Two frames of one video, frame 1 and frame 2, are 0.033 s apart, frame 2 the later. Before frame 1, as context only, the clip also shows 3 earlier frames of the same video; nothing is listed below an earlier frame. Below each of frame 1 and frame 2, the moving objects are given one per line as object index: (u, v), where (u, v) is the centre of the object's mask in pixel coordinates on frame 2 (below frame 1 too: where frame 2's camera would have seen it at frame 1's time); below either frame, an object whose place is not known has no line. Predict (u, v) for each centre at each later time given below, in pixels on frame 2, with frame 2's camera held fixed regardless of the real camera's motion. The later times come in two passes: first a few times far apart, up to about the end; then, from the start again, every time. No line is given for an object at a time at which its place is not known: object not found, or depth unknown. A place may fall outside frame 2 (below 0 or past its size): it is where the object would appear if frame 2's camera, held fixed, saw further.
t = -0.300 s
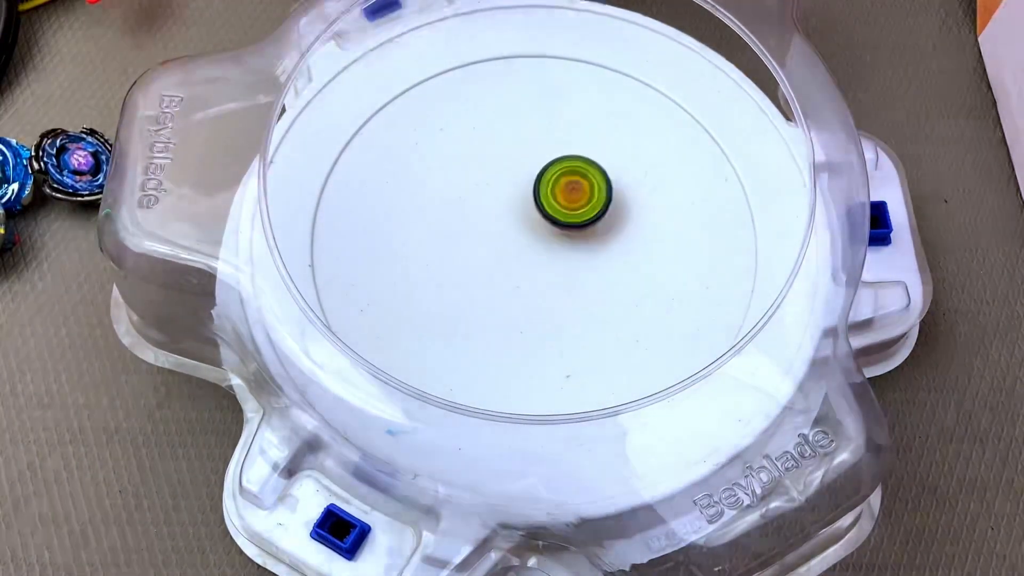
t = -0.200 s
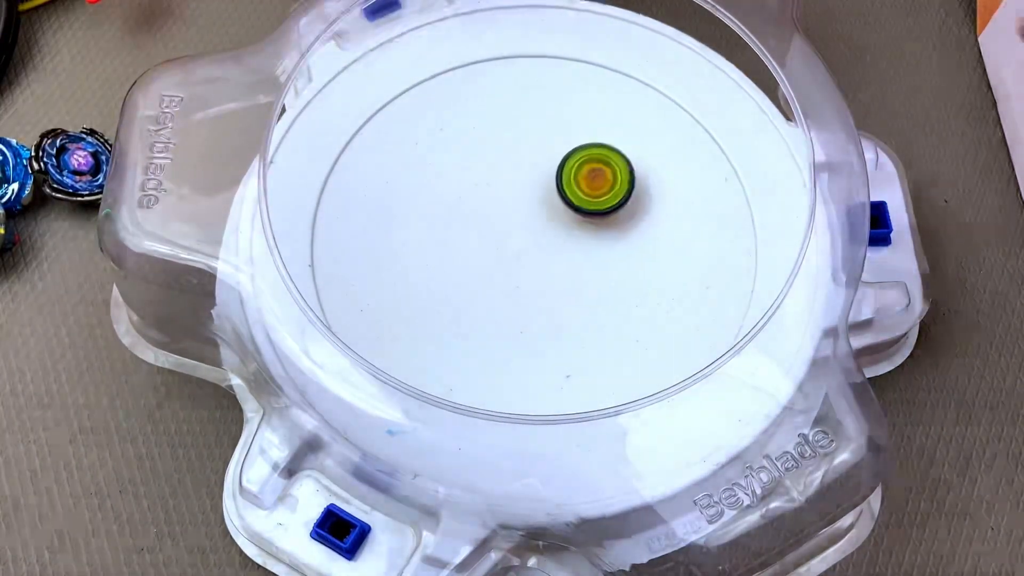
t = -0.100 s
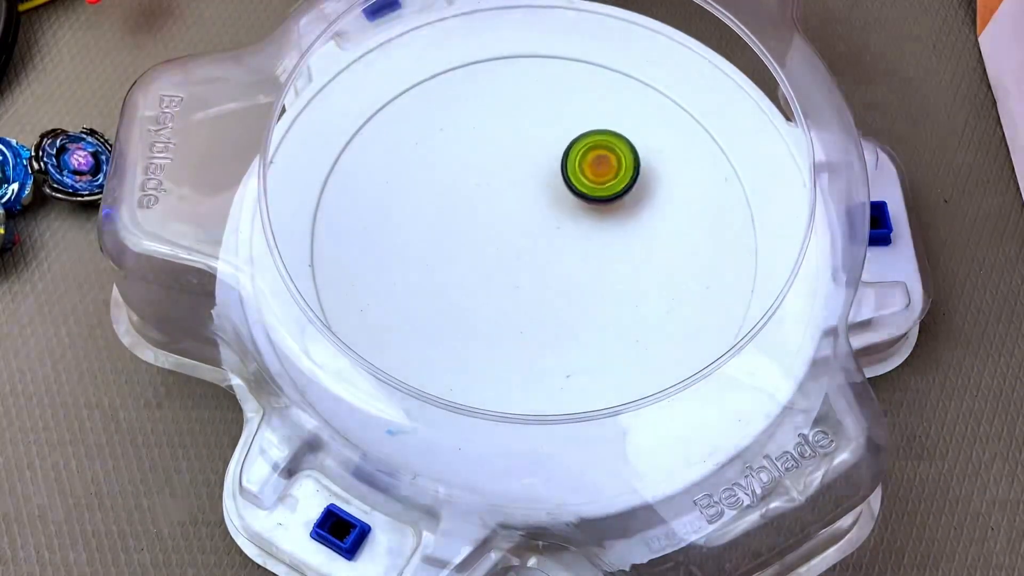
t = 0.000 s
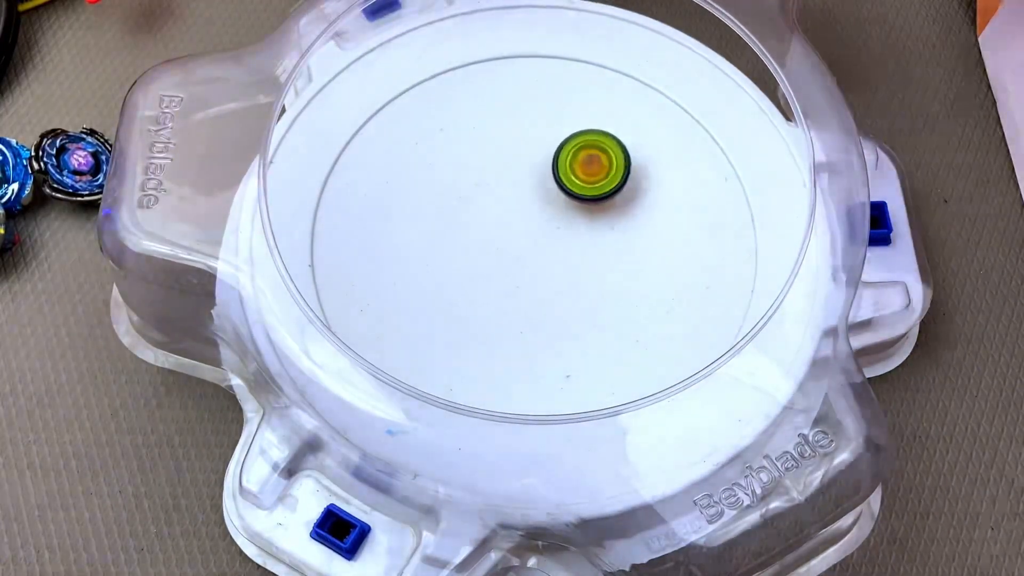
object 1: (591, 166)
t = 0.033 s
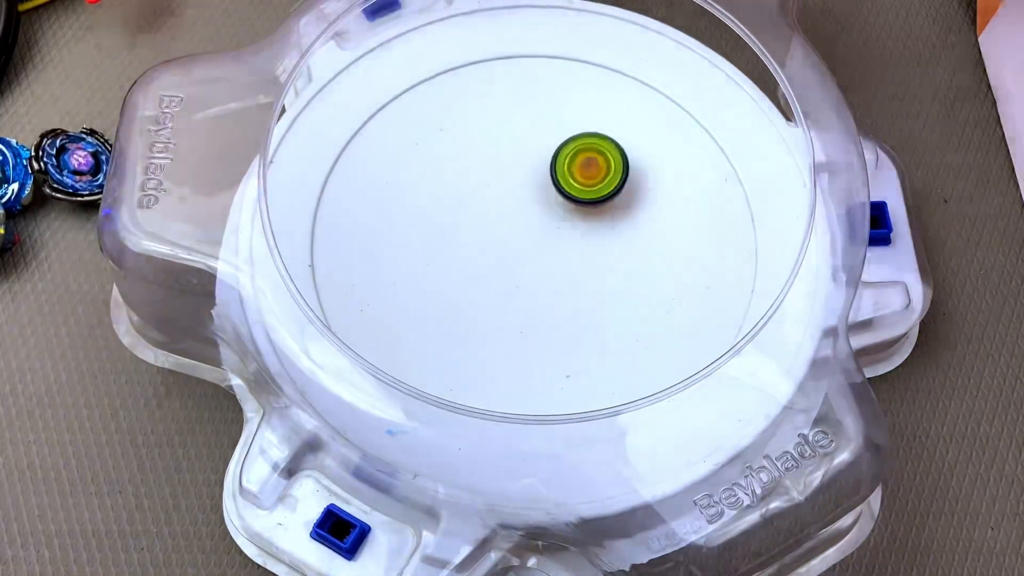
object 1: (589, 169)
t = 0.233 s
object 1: (585, 195)
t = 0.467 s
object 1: (580, 217)
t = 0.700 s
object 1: (572, 240)
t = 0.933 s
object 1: (563, 256)
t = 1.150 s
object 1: (552, 267)
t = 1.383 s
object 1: (538, 266)
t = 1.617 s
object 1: (522, 253)
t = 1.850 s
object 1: (508, 236)
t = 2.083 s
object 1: (505, 219)
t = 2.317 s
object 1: (510, 203)
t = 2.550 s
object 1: (523, 194)
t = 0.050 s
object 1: (588, 171)
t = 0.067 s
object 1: (587, 173)
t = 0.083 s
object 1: (587, 175)
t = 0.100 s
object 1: (586, 177)
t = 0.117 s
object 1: (586, 179)
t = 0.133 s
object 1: (586, 182)
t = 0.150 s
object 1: (585, 184)
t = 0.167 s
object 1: (585, 186)
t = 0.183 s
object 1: (585, 189)
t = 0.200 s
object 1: (585, 191)
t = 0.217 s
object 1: (585, 193)
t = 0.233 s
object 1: (585, 195)
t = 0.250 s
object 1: (585, 197)
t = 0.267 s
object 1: (585, 198)
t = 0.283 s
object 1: (585, 200)
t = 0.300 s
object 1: (585, 201)
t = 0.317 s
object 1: (585, 203)
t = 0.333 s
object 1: (585, 204)
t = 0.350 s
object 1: (584, 206)
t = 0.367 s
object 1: (584, 208)
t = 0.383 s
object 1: (583, 209)
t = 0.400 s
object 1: (583, 211)
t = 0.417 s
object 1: (582, 213)
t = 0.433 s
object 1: (581, 214)
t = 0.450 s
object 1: (581, 216)
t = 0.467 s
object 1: (580, 217)
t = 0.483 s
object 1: (579, 219)
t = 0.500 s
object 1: (579, 221)
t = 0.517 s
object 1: (578, 222)
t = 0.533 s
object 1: (577, 224)
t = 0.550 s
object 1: (577, 225)
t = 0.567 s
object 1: (576, 227)
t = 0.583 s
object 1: (576, 228)
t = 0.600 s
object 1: (575, 230)
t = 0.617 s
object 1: (575, 232)
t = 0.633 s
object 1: (574, 233)
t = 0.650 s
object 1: (574, 235)
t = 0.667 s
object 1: (574, 237)
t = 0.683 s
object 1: (573, 238)
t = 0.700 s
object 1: (572, 240)
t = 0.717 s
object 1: (572, 241)
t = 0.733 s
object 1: (571, 242)
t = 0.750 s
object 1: (571, 244)
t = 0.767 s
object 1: (570, 245)
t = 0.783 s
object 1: (570, 246)
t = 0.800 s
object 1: (569, 248)
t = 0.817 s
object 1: (569, 249)
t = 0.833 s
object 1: (568, 250)
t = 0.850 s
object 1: (567, 251)
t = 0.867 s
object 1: (566, 252)
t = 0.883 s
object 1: (566, 253)
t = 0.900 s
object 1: (565, 254)
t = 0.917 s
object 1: (564, 255)
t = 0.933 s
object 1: (563, 256)
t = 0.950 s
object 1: (562, 257)
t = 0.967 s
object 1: (562, 258)
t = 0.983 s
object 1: (561, 259)
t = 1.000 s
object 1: (560, 260)
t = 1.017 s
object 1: (559, 261)
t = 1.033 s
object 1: (558, 262)
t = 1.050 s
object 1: (557, 263)
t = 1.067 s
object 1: (556, 264)
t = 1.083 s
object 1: (555, 265)
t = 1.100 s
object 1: (555, 266)
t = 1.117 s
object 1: (554, 266)
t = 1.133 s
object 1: (553, 267)
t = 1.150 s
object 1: (552, 267)
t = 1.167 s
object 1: (551, 268)
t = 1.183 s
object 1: (550, 268)
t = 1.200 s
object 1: (550, 268)
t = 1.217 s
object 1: (549, 268)
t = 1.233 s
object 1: (548, 269)
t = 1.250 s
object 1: (547, 268)
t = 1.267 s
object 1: (546, 269)
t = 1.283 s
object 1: (544, 268)
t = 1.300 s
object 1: (543, 268)
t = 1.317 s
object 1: (542, 268)
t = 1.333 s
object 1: (541, 267)
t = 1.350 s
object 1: (540, 267)
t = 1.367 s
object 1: (539, 266)
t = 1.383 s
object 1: (538, 266)
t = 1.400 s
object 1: (537, 265)
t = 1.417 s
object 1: (536, 264)
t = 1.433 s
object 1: (535, 264)
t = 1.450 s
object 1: (533, 263)
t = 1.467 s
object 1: (532, 262)
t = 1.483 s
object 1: (531, 261)
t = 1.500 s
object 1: (530, 260)
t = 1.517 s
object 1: (529, 259)
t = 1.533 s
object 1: (528, 258)
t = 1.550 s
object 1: (526, 257)
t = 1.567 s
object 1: (525, 256)
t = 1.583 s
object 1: (524, 255)
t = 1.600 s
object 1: (523, 254)
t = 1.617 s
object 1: (522, 253)
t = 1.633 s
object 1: (521, 252)
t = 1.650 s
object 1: (519, 251)
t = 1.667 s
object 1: (518, 249)
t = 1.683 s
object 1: (517, 248)
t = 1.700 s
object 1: (516, 247)
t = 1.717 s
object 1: (515, 246)
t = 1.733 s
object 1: (514, 245)
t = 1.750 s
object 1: (513, 243)
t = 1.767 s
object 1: (512, 242)
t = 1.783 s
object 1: (512, 241)
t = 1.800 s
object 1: (511, 240)
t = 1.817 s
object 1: (510, 239)
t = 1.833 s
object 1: (509, 238)
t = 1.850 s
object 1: (508, 236)
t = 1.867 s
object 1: (507, 235)
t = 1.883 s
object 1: (507, 234)
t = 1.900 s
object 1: (506, 233)
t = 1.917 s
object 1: (506, 231)
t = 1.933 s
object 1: (505, 230)
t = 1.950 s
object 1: (505, 229)
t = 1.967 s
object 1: (505, 228)
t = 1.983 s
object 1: (504, 226)
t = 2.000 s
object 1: (504, 225)
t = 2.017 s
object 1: (504, 224)
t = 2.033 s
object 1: (504, 223)
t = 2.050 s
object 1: (504, 221)
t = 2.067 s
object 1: (504, 220)
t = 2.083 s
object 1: (505, 219)
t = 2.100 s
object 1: (505, 218)
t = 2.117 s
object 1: (505, 217)
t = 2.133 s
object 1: (505, 215)
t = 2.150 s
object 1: (506, 214)
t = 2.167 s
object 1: (506, 213)
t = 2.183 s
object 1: (506, 212)
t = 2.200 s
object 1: (507, 211)
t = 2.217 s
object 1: (507, 209)
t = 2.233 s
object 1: (507, 208)
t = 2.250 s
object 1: (508, 207)
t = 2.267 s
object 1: (508, 206)
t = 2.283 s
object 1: (509, 205)
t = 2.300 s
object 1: (509, 204)
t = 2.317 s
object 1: (510, 203)
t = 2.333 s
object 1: (511, 202)
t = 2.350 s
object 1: (512, 201)
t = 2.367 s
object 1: (512, 200)
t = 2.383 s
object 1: (513, 199)
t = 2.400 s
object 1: (514, 198)
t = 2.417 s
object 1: (515, 198)
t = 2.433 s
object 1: (515, 197)
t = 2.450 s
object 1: (516, 196)
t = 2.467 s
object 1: (517, 196)
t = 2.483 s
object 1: (518, 195)
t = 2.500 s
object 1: (519, 195)
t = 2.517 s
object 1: (521, 195)
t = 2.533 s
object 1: (522, 194)
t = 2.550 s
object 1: (523, 194)
